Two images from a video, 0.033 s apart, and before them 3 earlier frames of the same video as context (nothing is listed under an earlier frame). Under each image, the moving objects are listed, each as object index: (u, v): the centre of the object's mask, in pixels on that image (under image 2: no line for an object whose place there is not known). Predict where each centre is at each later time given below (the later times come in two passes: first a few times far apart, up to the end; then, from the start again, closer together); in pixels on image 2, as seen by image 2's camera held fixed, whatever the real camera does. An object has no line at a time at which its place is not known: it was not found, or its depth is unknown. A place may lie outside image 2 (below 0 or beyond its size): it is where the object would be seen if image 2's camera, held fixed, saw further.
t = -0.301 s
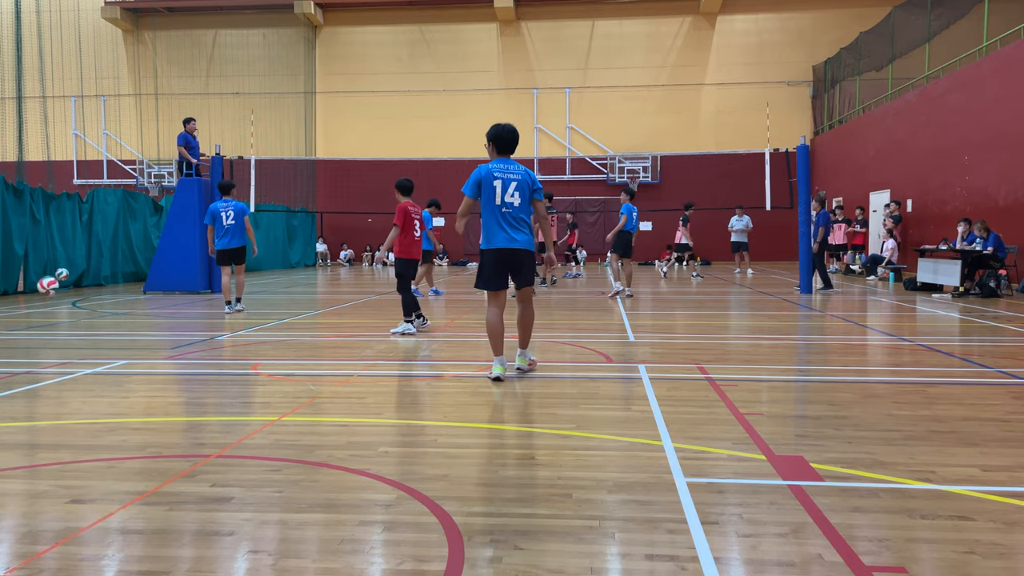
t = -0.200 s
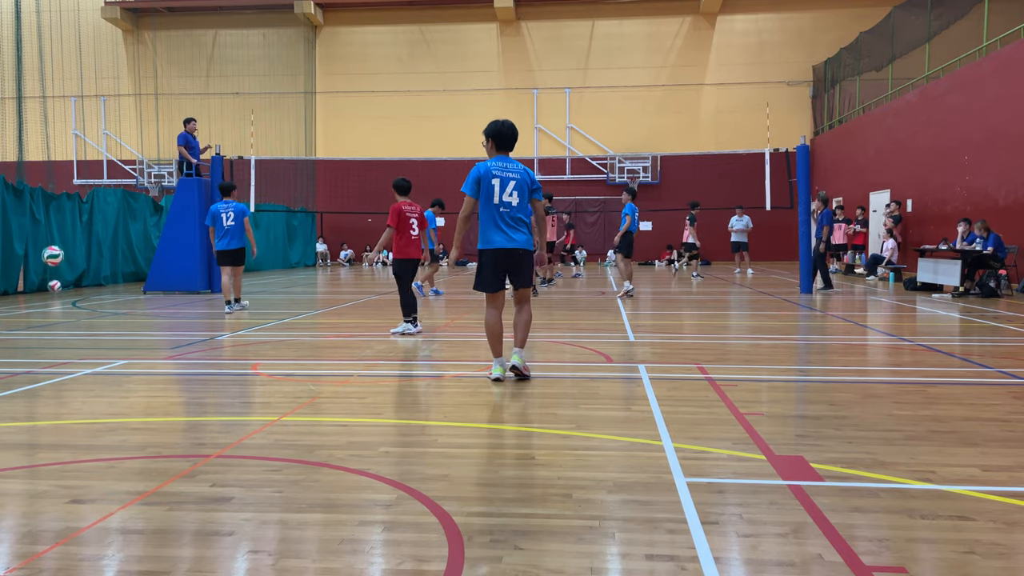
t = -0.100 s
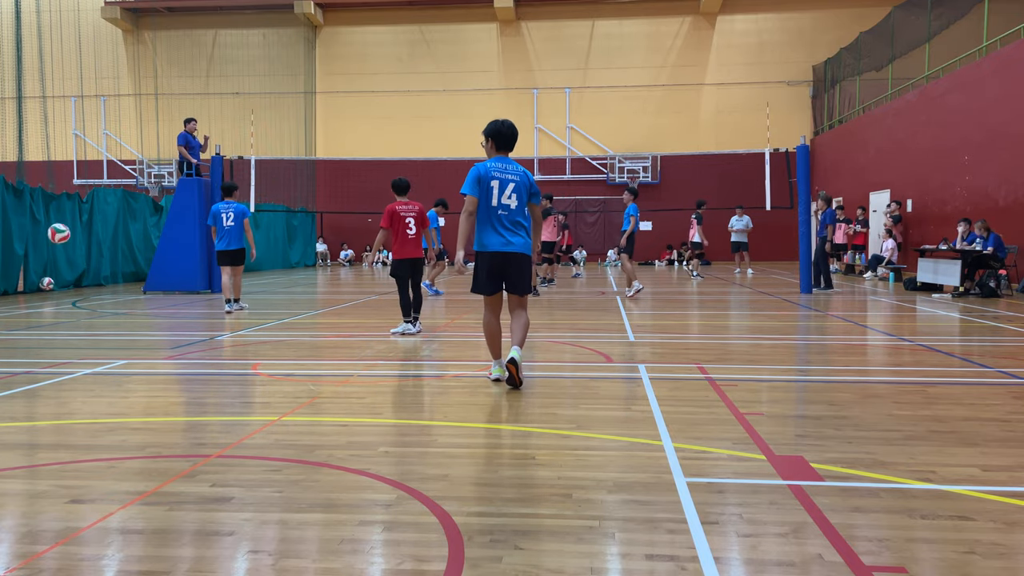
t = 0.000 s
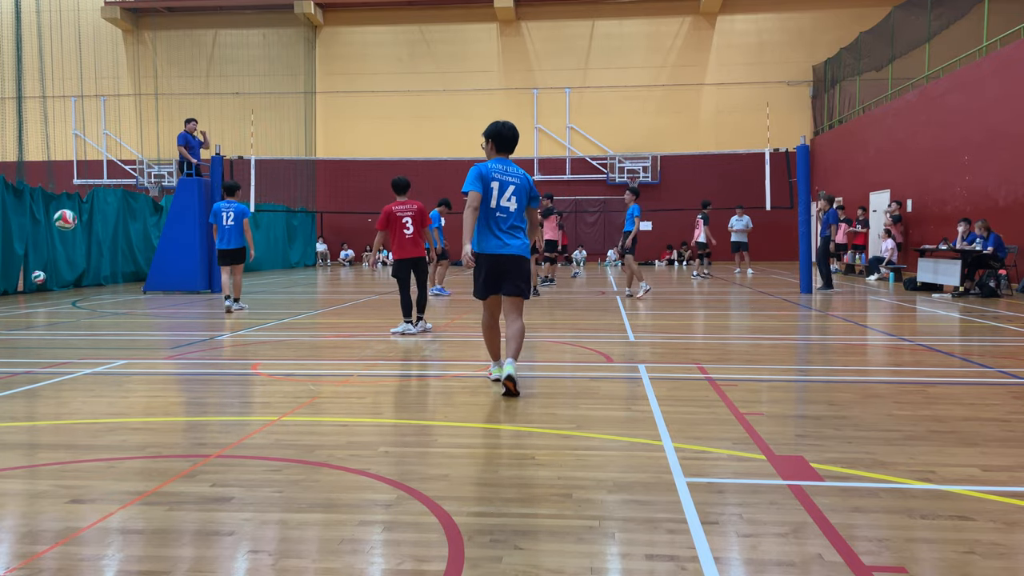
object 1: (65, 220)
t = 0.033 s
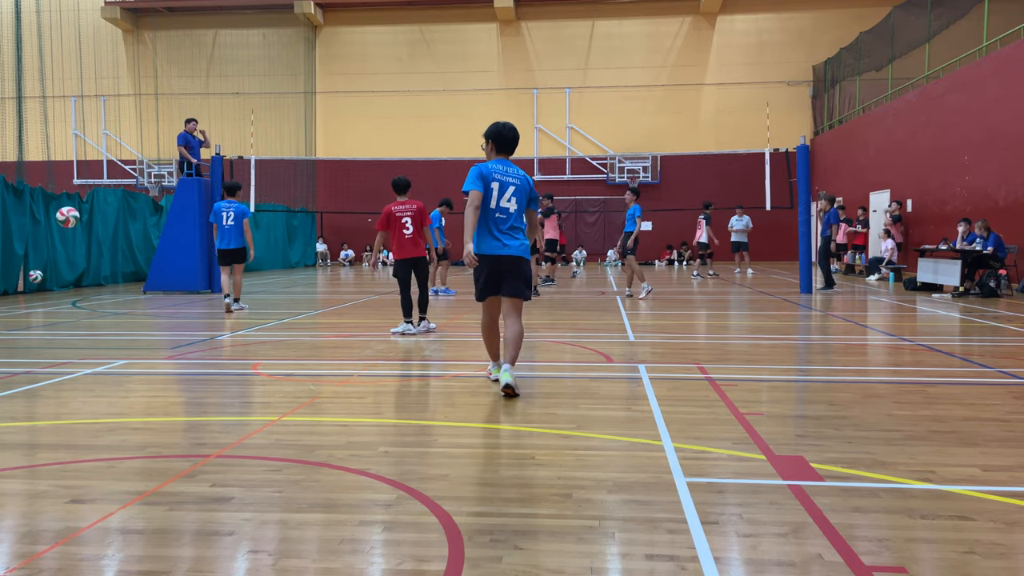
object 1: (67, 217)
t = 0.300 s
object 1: (89, 236)
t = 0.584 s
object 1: (115, 335)
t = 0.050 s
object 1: (69, 216)
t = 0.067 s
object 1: (70, 215)
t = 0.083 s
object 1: (71, 215)
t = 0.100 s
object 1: (72, 215)
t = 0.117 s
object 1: (74, 215)
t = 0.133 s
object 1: (75, 216)
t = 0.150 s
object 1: (76, 216)
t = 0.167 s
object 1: (78, 218)
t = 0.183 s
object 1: (79, 219)
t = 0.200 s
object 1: (80, 220)
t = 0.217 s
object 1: (82, 222)
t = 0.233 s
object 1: (83, 224)
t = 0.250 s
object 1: (85, 227)
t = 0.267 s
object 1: (86, 230)
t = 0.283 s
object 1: (87, 233)
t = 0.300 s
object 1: (89, 236)
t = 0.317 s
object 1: (90, 240)
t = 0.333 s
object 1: (92, 244)
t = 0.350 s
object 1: (94, 248)
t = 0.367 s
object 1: (95, 253)
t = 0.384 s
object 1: (97, 258)
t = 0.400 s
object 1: (98, 263)
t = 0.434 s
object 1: (100, 269)
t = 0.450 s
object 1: (101, 275)
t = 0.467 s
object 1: (103, 281)
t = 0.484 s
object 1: (104, 288)
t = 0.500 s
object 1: (106, 295)
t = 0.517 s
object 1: (108, 301)
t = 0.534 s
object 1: (109, 309)
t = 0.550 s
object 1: (111, 317)
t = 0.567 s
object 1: (113, 326)
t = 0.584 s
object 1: (115, 335)
